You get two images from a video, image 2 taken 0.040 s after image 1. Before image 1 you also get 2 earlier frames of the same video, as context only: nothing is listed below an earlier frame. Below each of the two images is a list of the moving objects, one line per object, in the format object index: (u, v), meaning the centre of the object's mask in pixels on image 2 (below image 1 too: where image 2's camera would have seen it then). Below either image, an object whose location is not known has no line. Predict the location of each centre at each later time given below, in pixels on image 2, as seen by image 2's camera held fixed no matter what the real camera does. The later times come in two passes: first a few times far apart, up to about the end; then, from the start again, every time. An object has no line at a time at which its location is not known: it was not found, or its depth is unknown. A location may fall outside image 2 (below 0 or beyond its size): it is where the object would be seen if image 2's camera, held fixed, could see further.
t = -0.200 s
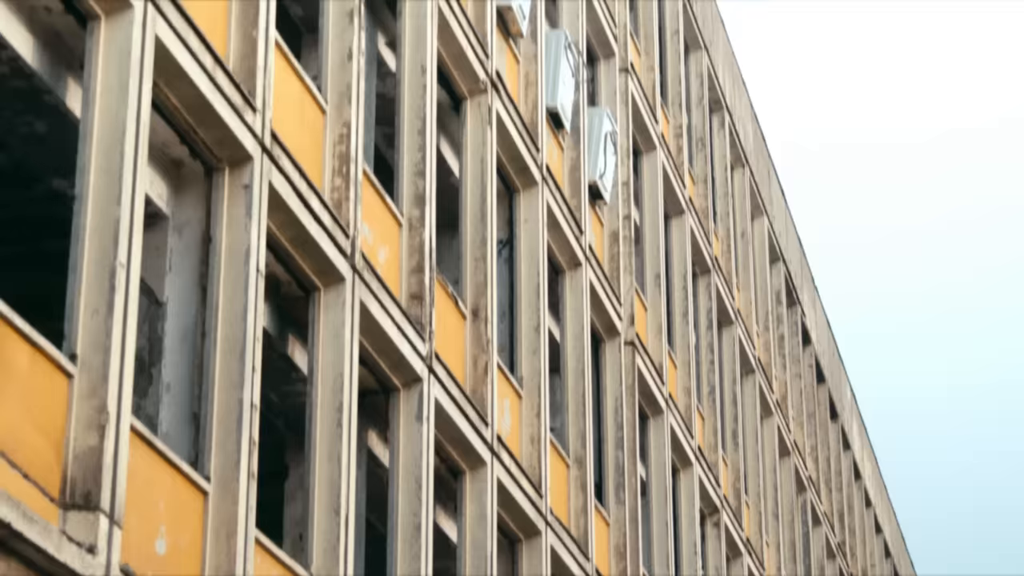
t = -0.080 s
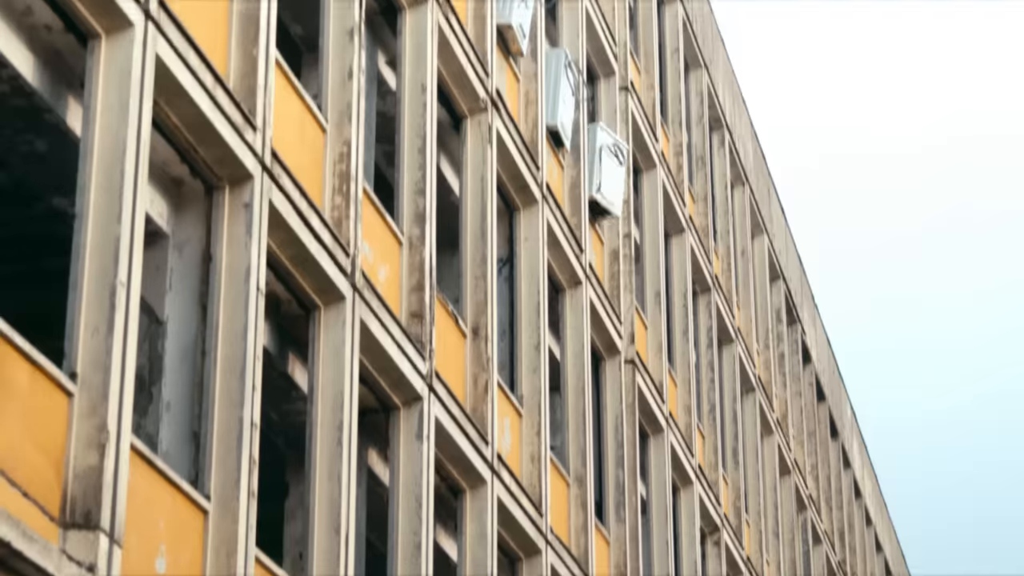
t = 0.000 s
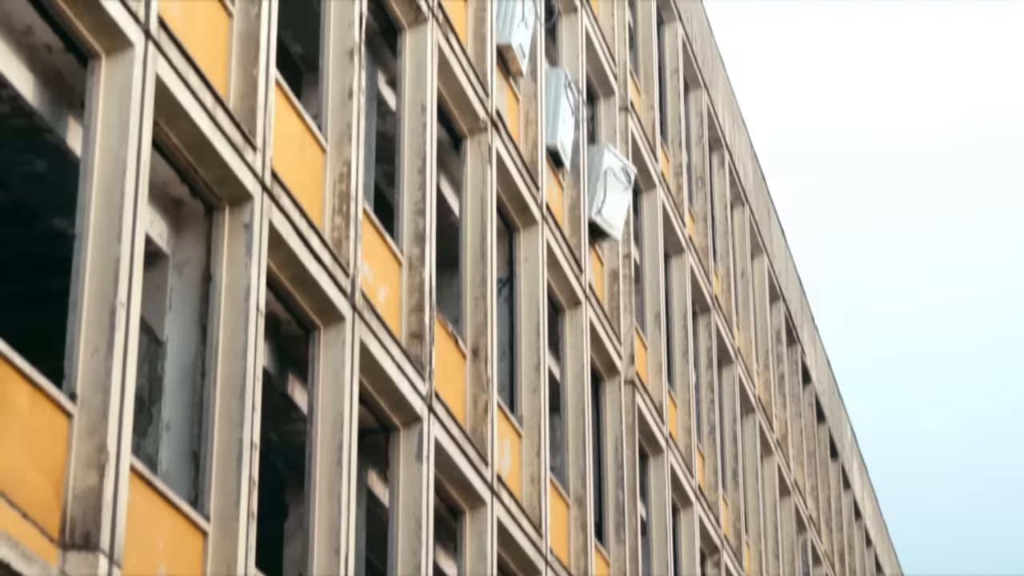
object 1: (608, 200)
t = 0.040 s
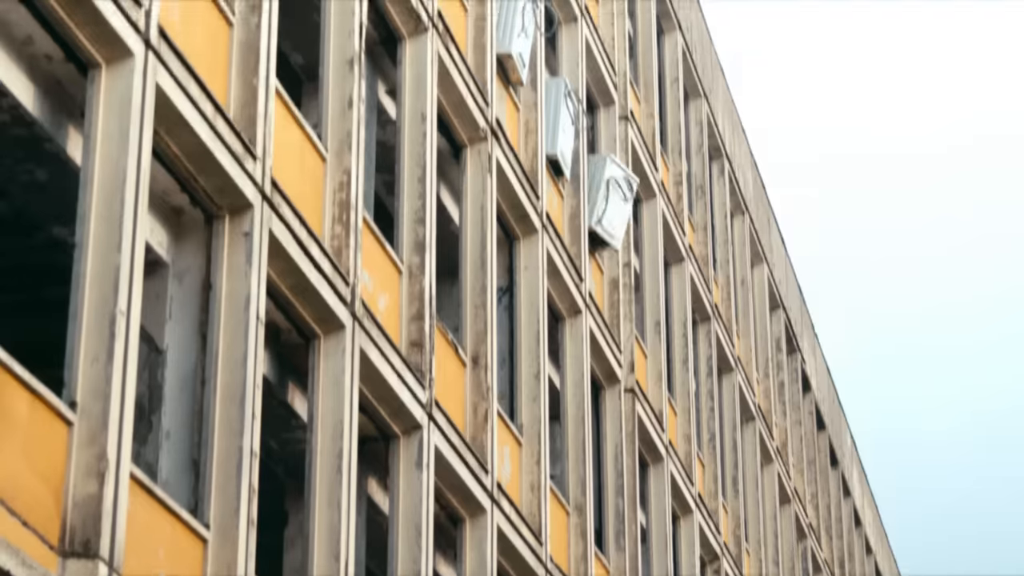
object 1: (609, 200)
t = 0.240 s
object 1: (616, 204)
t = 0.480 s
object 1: (634, 231)
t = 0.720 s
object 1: (661, 301)
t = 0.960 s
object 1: (692, 422)
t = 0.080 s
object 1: (610, 200)
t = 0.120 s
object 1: (611, 201)
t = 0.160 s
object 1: (613, 201)
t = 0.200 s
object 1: (615, 202)
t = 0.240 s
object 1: (616, 204)
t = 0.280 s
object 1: (619, 207)
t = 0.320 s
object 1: (621, 210)
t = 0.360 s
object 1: (624, 215)
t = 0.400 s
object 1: (628, 219)
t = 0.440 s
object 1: (632, 225)
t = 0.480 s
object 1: (634, 231)
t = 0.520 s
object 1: (638, 239)
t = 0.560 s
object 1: (643, 250)
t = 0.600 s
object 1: (647, 262)
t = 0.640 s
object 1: (651, 274)
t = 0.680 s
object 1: (656, 286)
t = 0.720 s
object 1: (661, 301)
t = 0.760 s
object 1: (666, 317)
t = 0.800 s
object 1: (671, 335)
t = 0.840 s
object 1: (676, 356)
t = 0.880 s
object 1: (683, 374)
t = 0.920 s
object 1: (687, 398)
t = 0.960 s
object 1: (692, 422)
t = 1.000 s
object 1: (698, 449)
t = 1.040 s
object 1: (705, 476)
